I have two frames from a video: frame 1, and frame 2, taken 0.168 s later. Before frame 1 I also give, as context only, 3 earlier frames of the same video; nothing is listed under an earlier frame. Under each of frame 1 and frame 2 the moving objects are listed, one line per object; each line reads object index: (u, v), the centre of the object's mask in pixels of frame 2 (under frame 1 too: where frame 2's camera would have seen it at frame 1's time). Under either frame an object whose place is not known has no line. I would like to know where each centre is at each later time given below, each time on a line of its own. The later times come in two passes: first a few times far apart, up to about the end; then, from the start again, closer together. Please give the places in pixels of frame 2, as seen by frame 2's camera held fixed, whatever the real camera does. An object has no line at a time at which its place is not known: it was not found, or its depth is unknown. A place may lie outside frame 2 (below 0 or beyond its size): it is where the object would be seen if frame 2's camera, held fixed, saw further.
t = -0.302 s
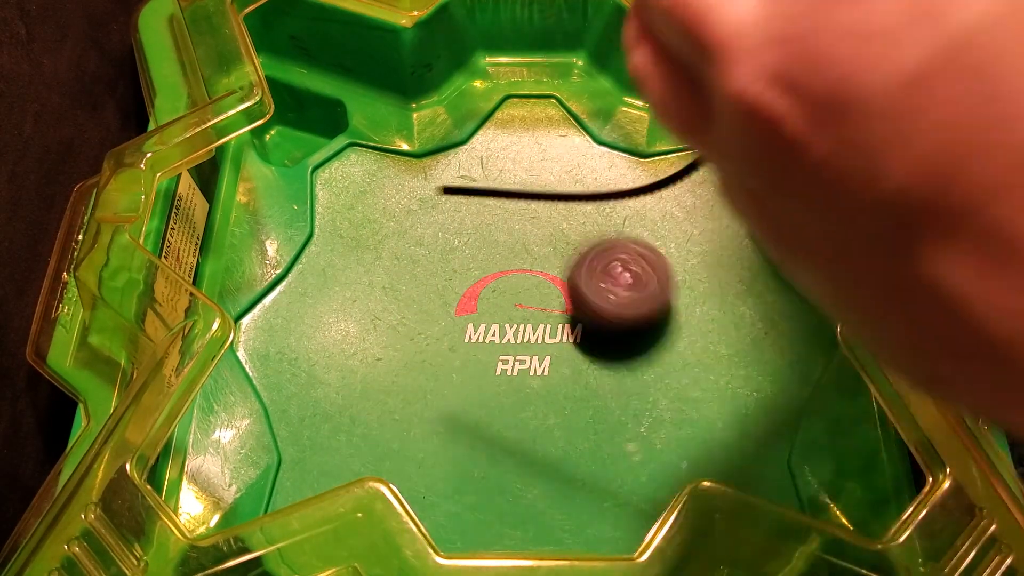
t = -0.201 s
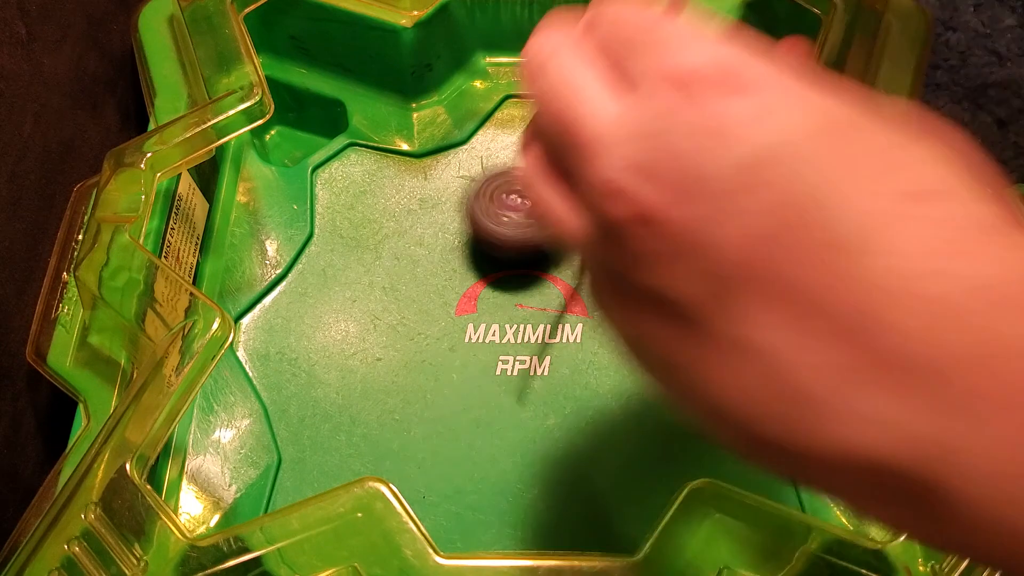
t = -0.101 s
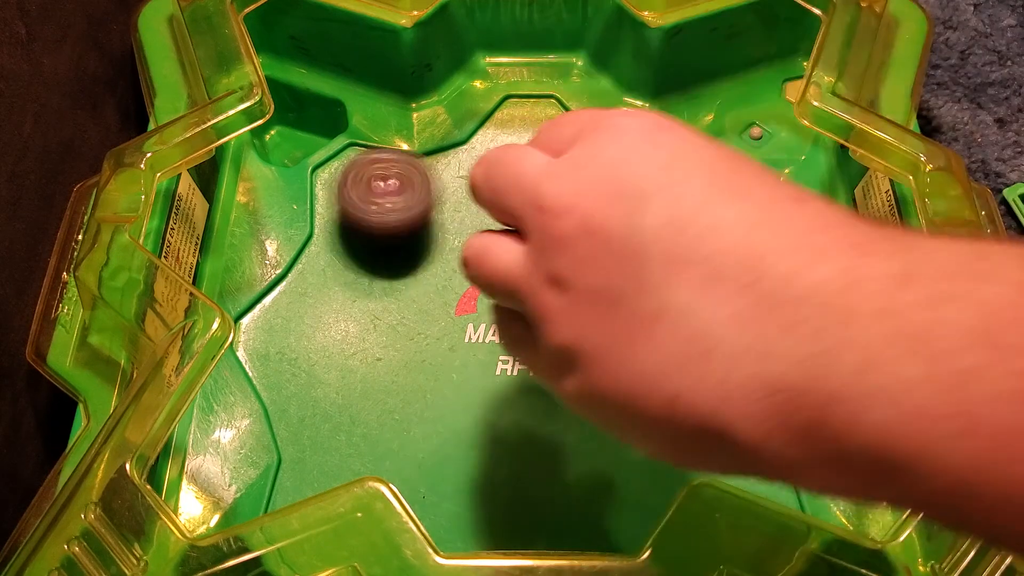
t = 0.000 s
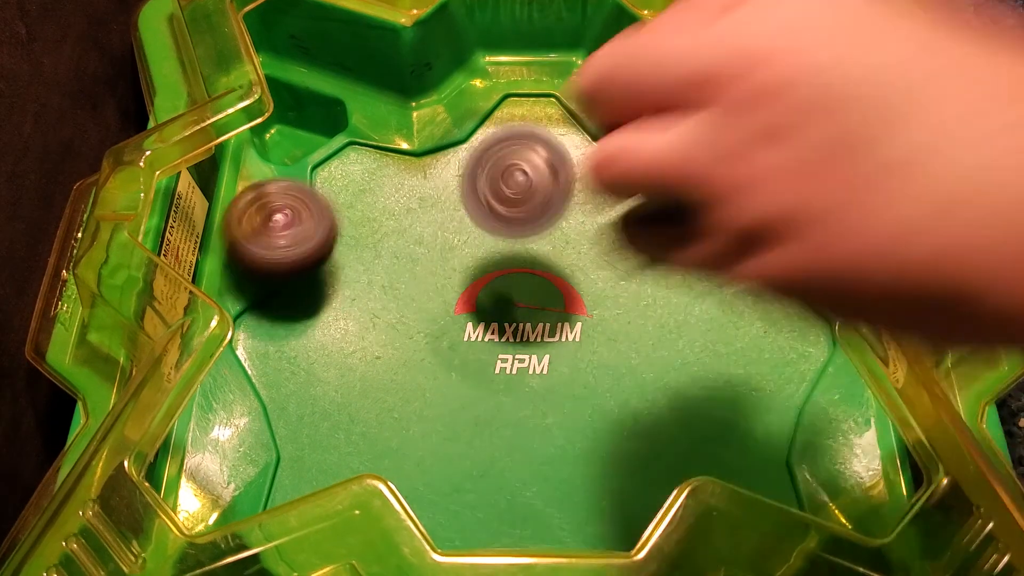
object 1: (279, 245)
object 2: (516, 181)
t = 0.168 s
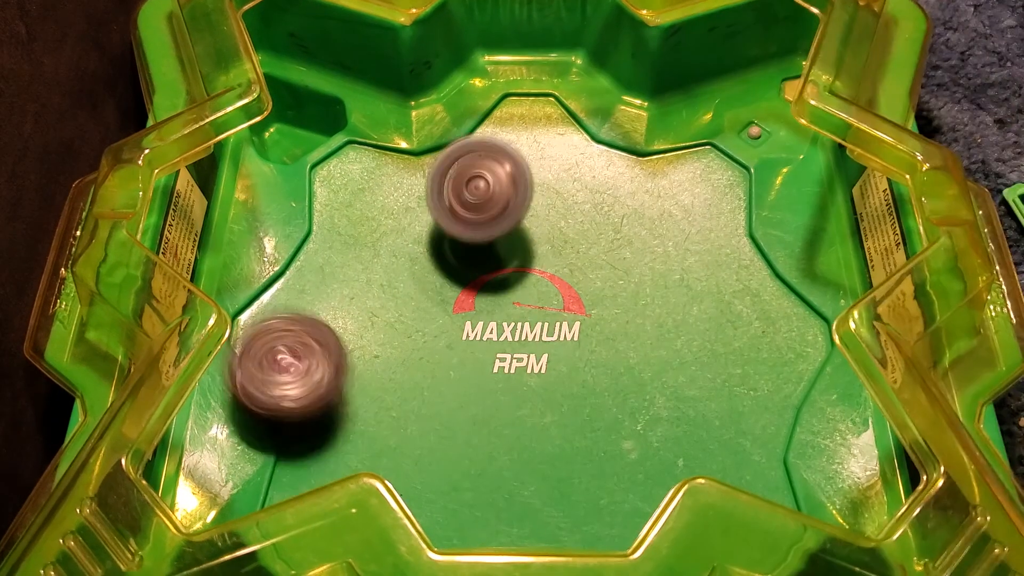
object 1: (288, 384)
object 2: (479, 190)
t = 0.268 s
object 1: (397, 440)
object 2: (492, 246)
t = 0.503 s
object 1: (583, 479)
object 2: (762, 285)
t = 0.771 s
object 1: (596, 321)
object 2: (766, 267)
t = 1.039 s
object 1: (432, 311)
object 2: (683, 273)
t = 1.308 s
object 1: (411, 394)
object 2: (664, 346)
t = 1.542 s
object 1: (506, 406)
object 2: (718, 301)
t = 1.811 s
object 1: (520, 365)
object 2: (496, 196)
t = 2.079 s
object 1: (523, 363)
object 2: (421, 455)
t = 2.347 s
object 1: (517, 363)
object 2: (627, 438)
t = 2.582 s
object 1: (524, 338)
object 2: (658, 191)
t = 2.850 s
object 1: (515, 363)
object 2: (377, 292)
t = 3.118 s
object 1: (590, 362)
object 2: (583, 534)
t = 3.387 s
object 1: (569, 316)
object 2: (716, 238)
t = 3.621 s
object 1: (532, 312)
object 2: (451, 177)
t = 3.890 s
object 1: (491, 356)
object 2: (436, 502)
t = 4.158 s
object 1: (540, 400)
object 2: (776, 376)
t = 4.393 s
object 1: (580, 355)
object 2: (550, 204)
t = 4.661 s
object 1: (526, 310)
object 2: (376, 455)
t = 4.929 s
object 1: (480, 345)
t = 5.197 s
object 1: (525, 383)
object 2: (584, 227)
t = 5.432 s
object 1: (572, 348)
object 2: (442, 311)
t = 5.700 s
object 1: (549, 296)
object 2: (541, 395)
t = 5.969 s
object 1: (506, 288)
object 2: (584, 383)
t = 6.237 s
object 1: (464, 268)
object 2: (609, 420)
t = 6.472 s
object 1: (434, 288)
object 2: (635, 411)
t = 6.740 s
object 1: (474, 302)
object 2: (572, 420)
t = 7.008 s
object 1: (524, 283)
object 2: (739, 464)
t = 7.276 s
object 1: (563, 266)
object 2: (598, 361)
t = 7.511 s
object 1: (561, 235)
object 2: (463, 482)
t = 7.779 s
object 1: (543, 281)
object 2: (486, 469)
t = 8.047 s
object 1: (597, 326)
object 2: (467, 340)
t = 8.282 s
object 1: (620, 333)
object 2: (448, 281)
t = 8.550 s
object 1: (600, 355)
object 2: (498, 279)
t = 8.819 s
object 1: (611, 441)
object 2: (503, 239)
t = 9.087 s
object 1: (580, 453)
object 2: (505, 237)
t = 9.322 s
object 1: (512, 414)
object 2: (505, 237)
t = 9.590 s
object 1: (445, 353)
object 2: (505, 237)
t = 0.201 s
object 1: (321, 411)
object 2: (479, 213)
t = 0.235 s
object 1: (355, 425)
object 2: (485, 225)
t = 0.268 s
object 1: (397, 440)
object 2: (492, 246)
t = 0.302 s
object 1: (437, 457)
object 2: (505, 268)
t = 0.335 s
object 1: (477, 459)
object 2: (519, 297)
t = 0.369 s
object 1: (519, 453)
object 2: (538, 328)
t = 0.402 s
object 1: (531, 470)
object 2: (587, 325)
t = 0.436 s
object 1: (543, 480)
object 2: (643, 313)
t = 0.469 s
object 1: (561, 483)
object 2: (702, 299)
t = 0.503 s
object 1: (583, 479)
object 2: (762, 285)
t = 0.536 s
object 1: (605, 467)
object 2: (809, 269)
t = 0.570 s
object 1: (624, 447)
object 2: (836, 258)
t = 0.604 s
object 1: (643, 426)
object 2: (812, 264)
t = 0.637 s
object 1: (658, 402)
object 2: (782, 282)
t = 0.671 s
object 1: (661, 377)
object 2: (755, 288)
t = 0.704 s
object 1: (636, 356)
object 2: (760, 281)
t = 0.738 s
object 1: (615, 336)
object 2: (764, 273)
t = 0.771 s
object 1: (596, 321)
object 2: (766, 267)
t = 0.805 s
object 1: (577, 309)
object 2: (759, 264)
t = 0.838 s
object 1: (556, 299)
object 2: (750, 262)
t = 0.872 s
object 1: (533, 294)
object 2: (739, 261)
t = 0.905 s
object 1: (511, 294)
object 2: (727, 261)
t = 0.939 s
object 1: (486, 294)
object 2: (715, 262)
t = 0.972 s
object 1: (465, 297)
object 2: (704, 265)
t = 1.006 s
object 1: (447, 304)
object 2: (692, 268)
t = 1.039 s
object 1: (432, 311)
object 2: (683, 273)
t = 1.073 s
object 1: (420, 322)
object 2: (673, 279)
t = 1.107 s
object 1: (410, 332)
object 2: (665, 287)
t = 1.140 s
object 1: (403, 342)
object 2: (659, 296)
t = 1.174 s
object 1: (399, 353)
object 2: (655, 306)
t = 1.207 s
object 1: (398, 363)
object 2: (653, 317)
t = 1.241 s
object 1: (399, 374)
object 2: (654, 327)
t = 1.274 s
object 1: (404, 385)
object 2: (658, 337)
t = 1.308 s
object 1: (411, 394)
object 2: (664, 346)
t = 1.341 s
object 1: (420, 402)
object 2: (673, 352)
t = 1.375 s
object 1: (431, 409)
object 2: (683, 355)
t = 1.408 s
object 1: (445, 414)
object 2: (694, 354)
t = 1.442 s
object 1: (460, 415)
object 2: (705, 349)
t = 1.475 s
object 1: (476, 415)
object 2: (715, 338)
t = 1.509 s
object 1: (491, 412)
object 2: (721, 323)
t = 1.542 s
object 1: (506, 406)
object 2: (718, 301)
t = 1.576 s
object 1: (521, 397)
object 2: (704, 279)
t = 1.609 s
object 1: (533, 386)
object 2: (677, 260)
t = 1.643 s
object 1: (544, 374)
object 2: (642, 247)
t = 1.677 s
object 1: (551, 361)
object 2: (601, 243)
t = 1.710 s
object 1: (545, 361)
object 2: (571, 230)
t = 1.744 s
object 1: (532, 366)
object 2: (547, 210)
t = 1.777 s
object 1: (523, 365)
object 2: (522, 199)
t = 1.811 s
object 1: (520, 365)
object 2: (496, 196)
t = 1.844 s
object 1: (518, 365)
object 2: (470, 202)
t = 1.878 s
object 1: (516, 366)
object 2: (445, 218)
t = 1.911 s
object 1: (515, 367)
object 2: (422, 242)
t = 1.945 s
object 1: (516, 368)
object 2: (404, 274)
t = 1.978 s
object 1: (517, 368)
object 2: (393, 313)
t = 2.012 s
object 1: (519, 367)
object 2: (389, 361)
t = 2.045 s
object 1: (521, 366)
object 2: (397, 410)
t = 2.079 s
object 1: (523, 363)
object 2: (421, 455)
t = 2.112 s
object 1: (525, 360)
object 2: (455, 494)
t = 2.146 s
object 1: (524, 357)
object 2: (496, 520)
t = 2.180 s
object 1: (519, 357)
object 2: (557, 538)
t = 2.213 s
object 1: (516, 359)
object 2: (588, 530)
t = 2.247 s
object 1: (515, 361)
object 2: (598, 507)
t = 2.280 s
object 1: (515, 364)
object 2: (608, 489)
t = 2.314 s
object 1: (514, 365)
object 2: (617, 474)
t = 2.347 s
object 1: (517, 363)
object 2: (627, 438)
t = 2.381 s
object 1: (521, 359)
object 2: (634, 401)
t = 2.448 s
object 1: (524, 353)
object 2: (653, 327)
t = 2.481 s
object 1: (525, 348)
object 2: (668, 291)
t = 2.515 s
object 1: (525, 343)
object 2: (675, 253)
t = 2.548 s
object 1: (526, 339)
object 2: (671, 219)
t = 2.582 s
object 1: (524, 338)
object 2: (658, 191)
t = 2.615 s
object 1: (523, 336)
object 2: (634, 172)
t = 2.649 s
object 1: (522, 335)
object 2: (604, 162)
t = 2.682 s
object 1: (518, 333)
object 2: (530, 171)
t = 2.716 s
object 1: (512, 333)
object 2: (493, 192)
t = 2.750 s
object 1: (508, 333)
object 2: (461, 219)
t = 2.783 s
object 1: (508, 343)
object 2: (428, 240)
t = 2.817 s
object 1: (510, 353)
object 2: (399, 266)
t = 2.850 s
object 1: (515, 363)
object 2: (377, 292)
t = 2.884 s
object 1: (522, 371)
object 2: (363, 330)
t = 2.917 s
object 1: (532, 377)
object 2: (360, 368)
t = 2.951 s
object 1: (544, 379)
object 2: (366, 410)
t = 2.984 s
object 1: (555, 379)
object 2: (391, 442)
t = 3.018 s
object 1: (566, 378)
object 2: (431, 482)
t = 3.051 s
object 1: (575, 374)
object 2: (469, 508)
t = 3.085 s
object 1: (584, 369)
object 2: (523, 526)
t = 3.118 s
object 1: (590, 362)
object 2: (583, 534)
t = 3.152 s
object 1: (593, 355)
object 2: (609, 513)
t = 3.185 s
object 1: (595, 347)
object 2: (626, 491)
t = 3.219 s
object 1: (594, 339)
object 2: (650, 459)
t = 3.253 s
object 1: (590, 331)
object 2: (671, 424)
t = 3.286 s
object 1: (585, 326)
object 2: (690, 379)
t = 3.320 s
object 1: (581, 322)
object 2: (710, 332)
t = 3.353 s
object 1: (576, 319)
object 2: (719, 286)
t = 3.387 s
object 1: (569, 316)
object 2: (716, 238)
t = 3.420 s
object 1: (562, 315)
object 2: (700, 198)
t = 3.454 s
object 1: (554, 313)
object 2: (674, 164)
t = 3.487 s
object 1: (547, 313)
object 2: (641, 141)
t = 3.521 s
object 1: (542, 312)
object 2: (602, 131)
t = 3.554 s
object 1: (540, 313)
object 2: (552, 137)
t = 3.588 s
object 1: (537, 313)
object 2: (499, 150)
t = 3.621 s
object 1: (532, 312)
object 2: (451, 177)
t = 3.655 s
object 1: (527, 314)
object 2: (406, 211)
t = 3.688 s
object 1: (520, 318)
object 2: (367, 257)
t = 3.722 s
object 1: (513, 322)
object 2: (339, 304)
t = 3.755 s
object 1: (508, 327)
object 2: (320, 364)
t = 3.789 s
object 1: (501, 334)
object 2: (315, 425)
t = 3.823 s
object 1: (496, 342)
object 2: (321, 461)
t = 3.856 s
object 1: (492, 348)
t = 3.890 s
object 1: (491, 356)
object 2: (436, 502)
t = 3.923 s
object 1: (491, 365)
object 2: (467, 509)
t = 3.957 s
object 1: (494, 372)
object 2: (519, 509)
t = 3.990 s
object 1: (499, 380)
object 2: (568, 504)
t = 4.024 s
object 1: (505, 387)
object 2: (615, 491)
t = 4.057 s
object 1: (512, 393)
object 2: (667, 467)
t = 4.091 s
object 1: (521, 397)
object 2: (732, 447)
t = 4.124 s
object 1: (530, 399)
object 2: (768, 423)
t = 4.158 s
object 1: (540, 400)
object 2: (776, 376)
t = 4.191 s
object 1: (549, 398)
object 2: (769, 332)
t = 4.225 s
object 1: (558, 394)
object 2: (750, 286)
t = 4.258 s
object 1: (566, 388)
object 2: (719, 255)
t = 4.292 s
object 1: (573, 381)
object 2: (681, 226)
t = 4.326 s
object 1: (577, 373)
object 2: (640, 209)
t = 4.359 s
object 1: (580, 365)
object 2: (596, 202)
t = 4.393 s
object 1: (580, 355)
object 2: (550, 204)
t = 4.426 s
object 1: (578, 346)
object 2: (505, 214)
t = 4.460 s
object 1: (575, 338)
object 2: (461, 231)
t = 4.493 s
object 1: (569, 330)
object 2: (423, 256)
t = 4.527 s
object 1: (561, 325)
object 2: (392, 291)
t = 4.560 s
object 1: (553, 318)
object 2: (367, 330)
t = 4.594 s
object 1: (544, 314)
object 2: (355, 377)
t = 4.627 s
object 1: (535, 312)
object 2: (356, 422)
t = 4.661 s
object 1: (526, 310)
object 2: (376, 455)
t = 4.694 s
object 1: (518, 310)
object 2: (429, 499)
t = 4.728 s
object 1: (510, 312)
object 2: (470, 523)
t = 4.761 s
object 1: (503, 315)
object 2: (525, 533)
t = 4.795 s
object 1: (496, 319)
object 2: (591, 534)
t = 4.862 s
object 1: (487, 330)
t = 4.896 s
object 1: (483, 337)
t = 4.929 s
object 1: (480, 345)
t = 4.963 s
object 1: (480, 352)
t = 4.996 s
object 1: (483, 359)
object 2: (694, 344)
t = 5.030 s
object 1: (487, 366)
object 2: (686, 314)
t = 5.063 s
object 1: (492, 372)
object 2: (677, 286)
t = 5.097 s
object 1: (499, 376)
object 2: (660, 262)
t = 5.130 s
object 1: (507, 380)
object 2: (636, 246)
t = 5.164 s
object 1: (515, 382)
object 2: (611, 231)
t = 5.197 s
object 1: (525, 383)
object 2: (584, 227)
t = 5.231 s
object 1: (535, 381)
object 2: (555, 229)
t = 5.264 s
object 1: (544, 379)
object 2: (527, 230)
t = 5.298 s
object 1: (552, 375)
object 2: (504, 240)
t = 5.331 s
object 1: (559, 370)
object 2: (480, 253)
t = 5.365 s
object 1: (565, 362)
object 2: (462, 269)
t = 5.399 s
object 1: (569, 356)
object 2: (450, 284)
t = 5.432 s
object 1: (572, 348)
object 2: (442, 311)
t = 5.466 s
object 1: (573, 342)
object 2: (438, 326)
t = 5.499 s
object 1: (573, 335)
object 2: (444, 349)
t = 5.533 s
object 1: (571, 329)
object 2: (451, 365)
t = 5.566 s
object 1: (566, 323)
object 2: (464, 378)
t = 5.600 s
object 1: (563, 316)
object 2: (484, 391)
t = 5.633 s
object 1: (559, 308)
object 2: (503, 398)
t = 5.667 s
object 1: (554, 300)
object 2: (524, 396)
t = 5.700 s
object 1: (549, 296)
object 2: (541, 395)
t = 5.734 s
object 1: (543, 293)
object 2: (554, 389)
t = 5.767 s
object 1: (538, 290)
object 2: (562, 394)
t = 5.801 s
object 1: (534, 289)
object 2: (572, 394)
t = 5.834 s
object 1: (528, 288)
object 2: (581, 392)
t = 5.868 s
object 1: (521, 286)
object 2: (586, 390)
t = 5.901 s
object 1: (515, 286)
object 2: (586, 387)
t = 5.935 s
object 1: (510, 286)
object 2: (586, 383)
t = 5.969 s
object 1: (506, 288)
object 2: (584, 383)
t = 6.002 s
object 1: (500, 288)
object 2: (578, 377)
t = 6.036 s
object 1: (497, 289)
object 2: (578, 369)
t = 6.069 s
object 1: (492, 291)
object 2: (575, 366)
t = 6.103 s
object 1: (489, 292)
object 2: (568, 363)
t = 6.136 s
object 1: (485, 293)
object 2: (562, 358)
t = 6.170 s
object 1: (480, 282)
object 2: (579, 382)
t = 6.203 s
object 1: (471, 273)
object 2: (595, 403)
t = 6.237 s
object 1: (464, 268)
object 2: (609, 420)
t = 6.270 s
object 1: (455, 266)
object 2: (620, 428)
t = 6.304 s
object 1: (447, 267)
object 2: (632, 433)
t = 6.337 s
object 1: (441, 269)
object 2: (643, 436)
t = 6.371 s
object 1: (437, 272)
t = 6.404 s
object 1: (435, 275)
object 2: (647, 433)
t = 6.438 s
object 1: (434, 279)
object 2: (643, 425)
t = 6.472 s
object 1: (434, 288)
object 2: (635, 411)
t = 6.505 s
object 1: (435, 294)
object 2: (622, 403)
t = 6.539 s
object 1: (439, 299)
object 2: (608, 397)
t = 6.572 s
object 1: (444, 307)
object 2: (597, 384)
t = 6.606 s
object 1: (451, 314)
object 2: (586, 377)
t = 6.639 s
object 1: (460, 321)
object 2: (575, 369)
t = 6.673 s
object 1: (466, 321)
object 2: (559, 369)
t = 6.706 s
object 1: (469, 307)
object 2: (563, 397)
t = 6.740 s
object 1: (474, 302)
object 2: (572, 420)
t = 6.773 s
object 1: (477, 296)
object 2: (587, 443)
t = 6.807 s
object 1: (486, 300)
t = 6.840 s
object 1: (493, 298)
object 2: (626, 478)
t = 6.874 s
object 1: (500, 297)
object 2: (647, 484)
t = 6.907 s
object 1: (504, 291)
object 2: (678, 480)
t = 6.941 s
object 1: (512, 288)
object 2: (714, 472)
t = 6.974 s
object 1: (518, 286)
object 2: (730, 468)
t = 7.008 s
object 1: (524, 283)
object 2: (739, 464)
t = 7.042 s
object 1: (531, 284)
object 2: (739, 458)
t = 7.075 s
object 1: (537, 281)
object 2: (731, 448)
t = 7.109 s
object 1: (545, 281)
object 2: (721, 437)
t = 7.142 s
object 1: (551, 281)
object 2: (705, 419)
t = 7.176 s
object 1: (556, 280)
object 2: (683, 396)
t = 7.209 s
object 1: (559, 279)
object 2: (657, 381)
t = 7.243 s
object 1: (561, 276)
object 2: (630, 364)
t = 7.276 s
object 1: (563, 266)
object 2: (598, 361)
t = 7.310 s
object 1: (567, 257)
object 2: (572, 377)
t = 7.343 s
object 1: (568, 247)
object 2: (549, 397)
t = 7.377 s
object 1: (569, 242)
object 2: (527, 414)
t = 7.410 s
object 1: (567, 238)
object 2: (507, 432)
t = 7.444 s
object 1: (565, 235)
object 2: (489, 449)
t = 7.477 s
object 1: (564, 234)
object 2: (474, 469)
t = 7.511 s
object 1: (561, 235)
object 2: (463, 482)
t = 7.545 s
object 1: (558, 235)
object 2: (461, 491)
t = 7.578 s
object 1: (556, 237)
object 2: (462, 497)
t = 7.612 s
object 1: (553, 241)
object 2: (461, 498)
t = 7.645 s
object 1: (551, 245)
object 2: (465, 497)
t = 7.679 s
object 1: (549, 250)
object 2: (465, 496)
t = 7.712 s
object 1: (545, 259)
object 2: (470, 493)
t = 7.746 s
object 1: (544, 266)
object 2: (476, 480)
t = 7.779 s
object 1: (543, 281)
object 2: (486, 469)
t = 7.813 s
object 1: (543, 294)
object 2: (491, 455)
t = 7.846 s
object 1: (544, 305)
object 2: (500, 426)
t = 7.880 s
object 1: (550, 310)
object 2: (506, 400)
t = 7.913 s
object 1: (565, 314)
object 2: (499, 391)
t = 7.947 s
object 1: (574, 318)
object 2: (487, 380)
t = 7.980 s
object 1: (581, 320)
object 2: (484, 367)
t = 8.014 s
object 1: (589, 323)
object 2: (473, 355)
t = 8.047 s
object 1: (597, 326)
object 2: (467, 340)
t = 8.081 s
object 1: (602, 328)
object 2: (458, 329)
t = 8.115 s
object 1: (607, 327)
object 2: (456, 317)
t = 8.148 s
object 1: (612, 329)
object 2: (451, 311)
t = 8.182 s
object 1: (615, 331)
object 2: (446, 301)
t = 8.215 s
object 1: (617, 331)
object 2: (447, 294)
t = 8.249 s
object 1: (618, 332)
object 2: (446, 290)
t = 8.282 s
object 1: (620, 333)
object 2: (448, 281)
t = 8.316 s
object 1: (620, 336)
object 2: (451, 281)
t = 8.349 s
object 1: (619, 337)
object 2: (452, 279)
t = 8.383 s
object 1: (617, 338)
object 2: (458, 271)
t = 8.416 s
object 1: (616, 340)
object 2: (472, 272)
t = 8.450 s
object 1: (613, 343)
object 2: (478, 278)
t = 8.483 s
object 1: (608, 346)
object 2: (482, 280)
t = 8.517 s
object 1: (603, 348)
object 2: (489, 281)
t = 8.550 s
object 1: (600, 355)
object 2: (498, 279)
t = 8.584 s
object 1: (606, 373)
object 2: (497, 263)
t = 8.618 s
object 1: (608, 385)
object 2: (497, 252)
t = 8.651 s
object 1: (610, 395)
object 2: (494, 247)
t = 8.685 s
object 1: (611, 405)
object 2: (497, 242)
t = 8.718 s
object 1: (612, 415)
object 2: (497, 241)
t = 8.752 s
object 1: (613, 424)
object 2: (498, 242)
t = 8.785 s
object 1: (613, 434)
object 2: (500, 241)
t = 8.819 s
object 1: (611, 441)
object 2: (503, 239)
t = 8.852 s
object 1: (609, 447)
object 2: (504, 238)
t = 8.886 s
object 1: (607, 451)
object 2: (505, 237)
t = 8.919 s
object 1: (604, 454)
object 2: (505, 237)
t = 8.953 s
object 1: (601, 455)
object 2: (505, 237)
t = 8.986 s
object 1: (598, 456)
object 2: (505, 237)
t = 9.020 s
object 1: (593, 457)
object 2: (505, 237)
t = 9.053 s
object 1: (587, 455)
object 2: (505, 237)
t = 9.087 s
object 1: (580, 453)
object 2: (505, 237)
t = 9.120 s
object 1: (572, 449)
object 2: (505, 237)
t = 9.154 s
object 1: (563, 444)
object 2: (505, 237)
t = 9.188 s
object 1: (554, 439)
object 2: (505, 237)
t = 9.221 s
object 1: (543, 433)
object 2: (505, 237)
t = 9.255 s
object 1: (533, 427)
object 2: (505, 237)
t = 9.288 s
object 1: (523, 421)
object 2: (505, 237)
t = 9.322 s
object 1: (512, 414)
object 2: (505, 237)
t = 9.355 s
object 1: (502, 407)
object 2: (505, 237)
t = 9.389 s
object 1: (492, 400)
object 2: (505, 237)
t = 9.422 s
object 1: (483, 392)
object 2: (505, 237)
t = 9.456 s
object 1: (474, 384)
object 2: (505, 237)
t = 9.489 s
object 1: (466, 376)
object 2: (505, 237)
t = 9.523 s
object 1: (459, 368)
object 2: (505, 237)
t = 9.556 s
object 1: (452, 361)
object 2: (505, 237)
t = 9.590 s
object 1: (445, 353)
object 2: (505, 237)
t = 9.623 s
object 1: (439, 345)
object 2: (505, 237)
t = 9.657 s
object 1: (434, 337)
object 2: (505, 237)
